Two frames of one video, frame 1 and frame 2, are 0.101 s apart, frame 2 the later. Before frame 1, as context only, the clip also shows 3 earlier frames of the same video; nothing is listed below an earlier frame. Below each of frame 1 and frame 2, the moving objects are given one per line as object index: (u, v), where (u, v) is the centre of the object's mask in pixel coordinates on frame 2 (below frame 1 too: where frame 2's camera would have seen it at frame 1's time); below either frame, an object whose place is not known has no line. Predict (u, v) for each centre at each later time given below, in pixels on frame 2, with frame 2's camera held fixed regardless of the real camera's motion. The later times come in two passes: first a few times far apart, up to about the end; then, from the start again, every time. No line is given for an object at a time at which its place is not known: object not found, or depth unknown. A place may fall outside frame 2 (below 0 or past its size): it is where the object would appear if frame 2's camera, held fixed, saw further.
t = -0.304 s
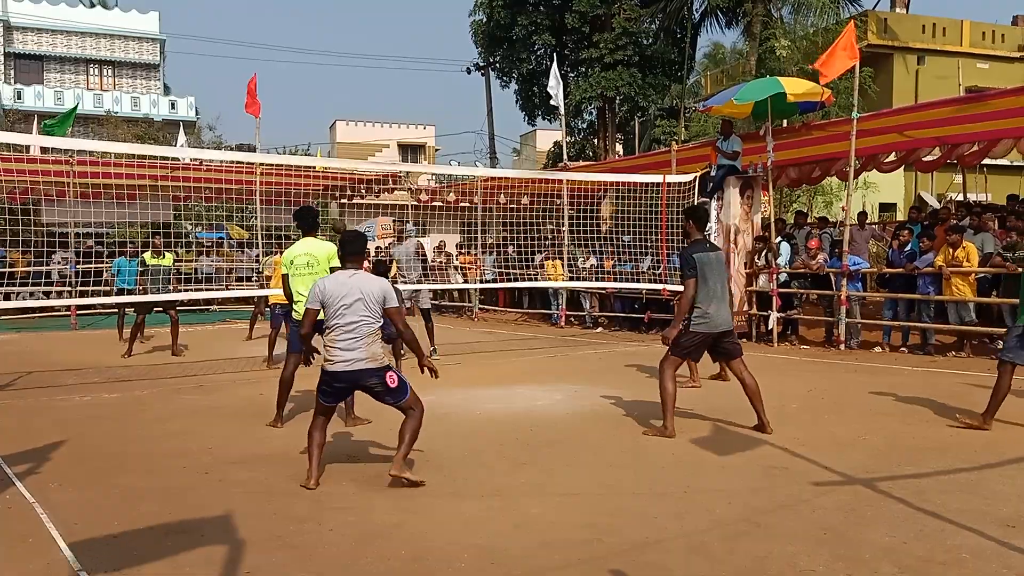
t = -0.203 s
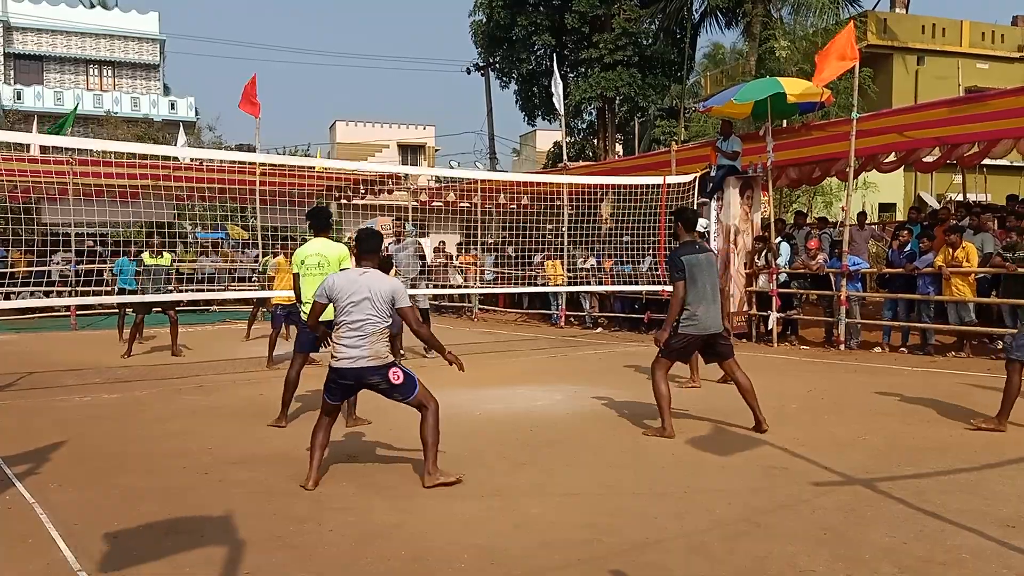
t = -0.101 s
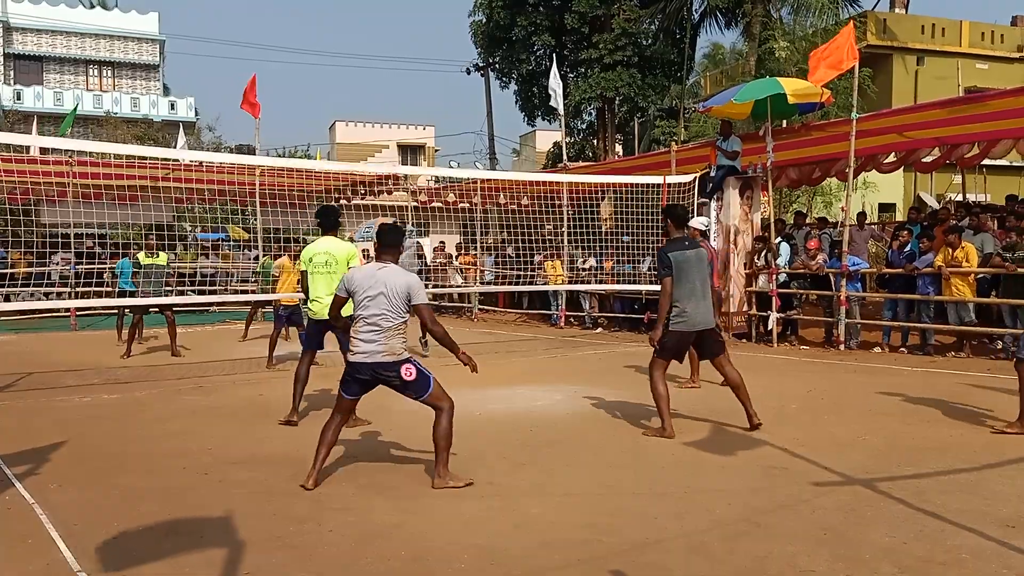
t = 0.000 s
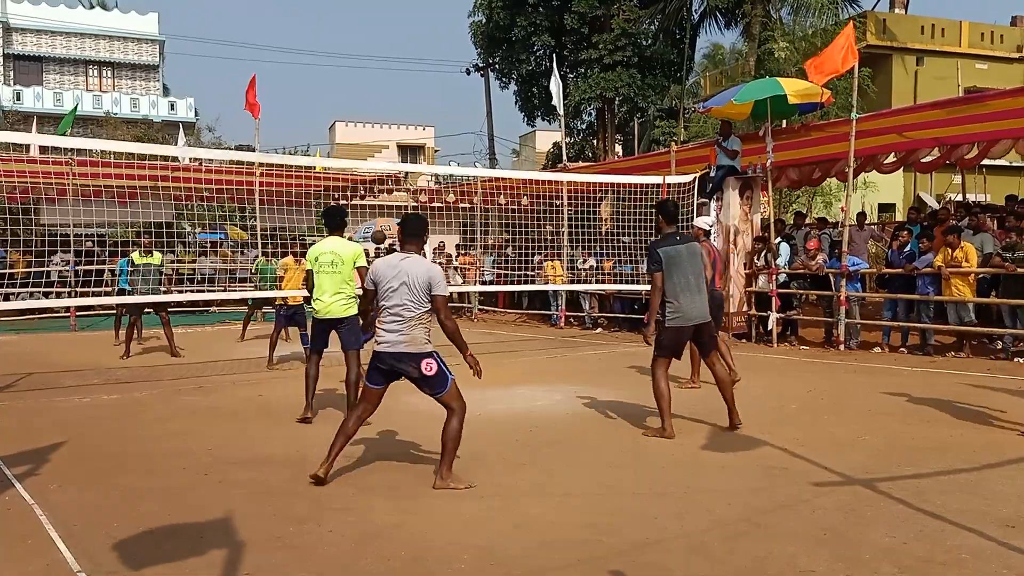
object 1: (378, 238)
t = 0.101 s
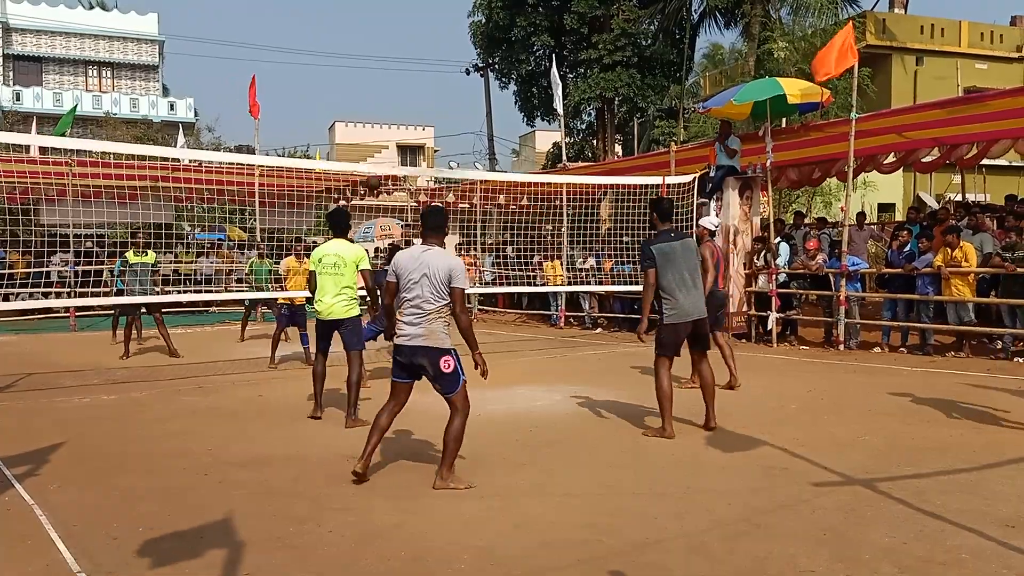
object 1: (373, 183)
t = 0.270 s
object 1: (364, 109)
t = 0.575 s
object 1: (347, 35)
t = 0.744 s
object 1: (337, 31)
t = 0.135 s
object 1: (371, 166)
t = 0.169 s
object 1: (369, 150)
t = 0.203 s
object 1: (367, 136)
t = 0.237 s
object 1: (366, 122)
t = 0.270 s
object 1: (364, 109)
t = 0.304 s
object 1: (362, 97)
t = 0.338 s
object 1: (360, 86)
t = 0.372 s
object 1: (358, 75)
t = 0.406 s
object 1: (356, 66)
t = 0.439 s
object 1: (355, 57)
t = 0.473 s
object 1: (353, 50)
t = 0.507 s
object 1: (351, 44)
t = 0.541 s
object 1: (349, 39)
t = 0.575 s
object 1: (347, 35)
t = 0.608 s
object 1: (345, 32)
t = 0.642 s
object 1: (343, 30)
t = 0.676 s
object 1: (341, 29)
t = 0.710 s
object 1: (339, 30)
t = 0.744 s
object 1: (337, 31)
